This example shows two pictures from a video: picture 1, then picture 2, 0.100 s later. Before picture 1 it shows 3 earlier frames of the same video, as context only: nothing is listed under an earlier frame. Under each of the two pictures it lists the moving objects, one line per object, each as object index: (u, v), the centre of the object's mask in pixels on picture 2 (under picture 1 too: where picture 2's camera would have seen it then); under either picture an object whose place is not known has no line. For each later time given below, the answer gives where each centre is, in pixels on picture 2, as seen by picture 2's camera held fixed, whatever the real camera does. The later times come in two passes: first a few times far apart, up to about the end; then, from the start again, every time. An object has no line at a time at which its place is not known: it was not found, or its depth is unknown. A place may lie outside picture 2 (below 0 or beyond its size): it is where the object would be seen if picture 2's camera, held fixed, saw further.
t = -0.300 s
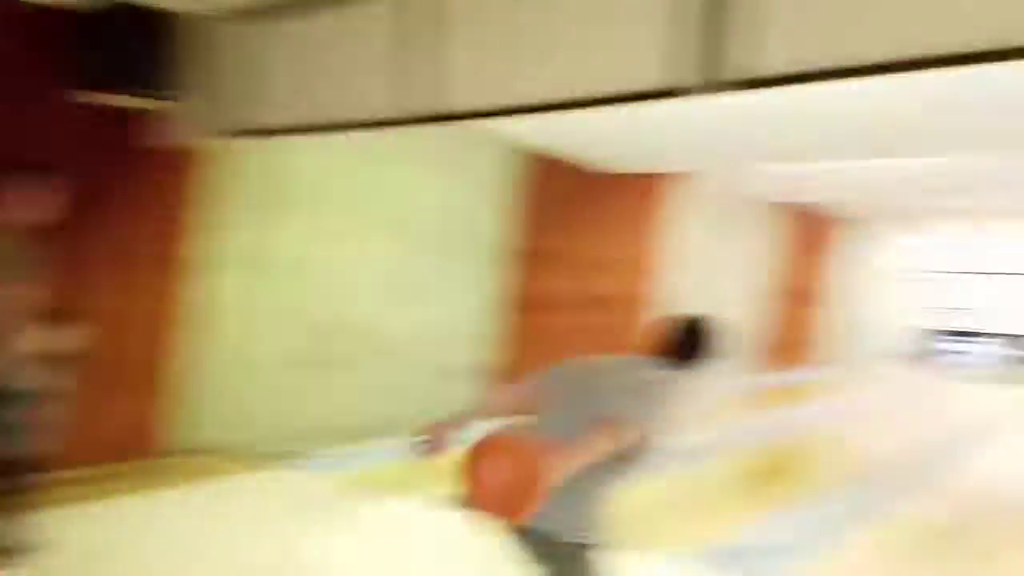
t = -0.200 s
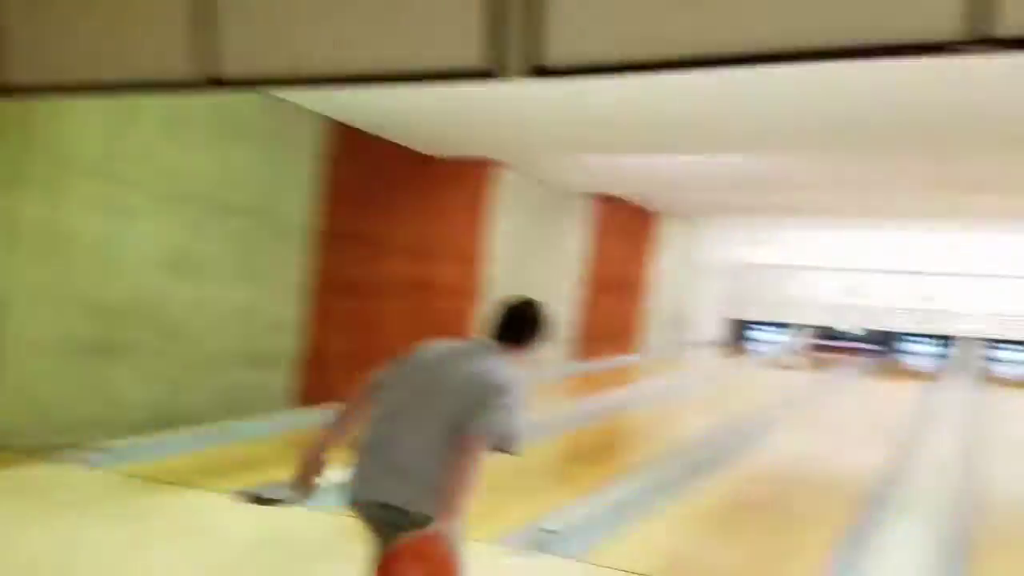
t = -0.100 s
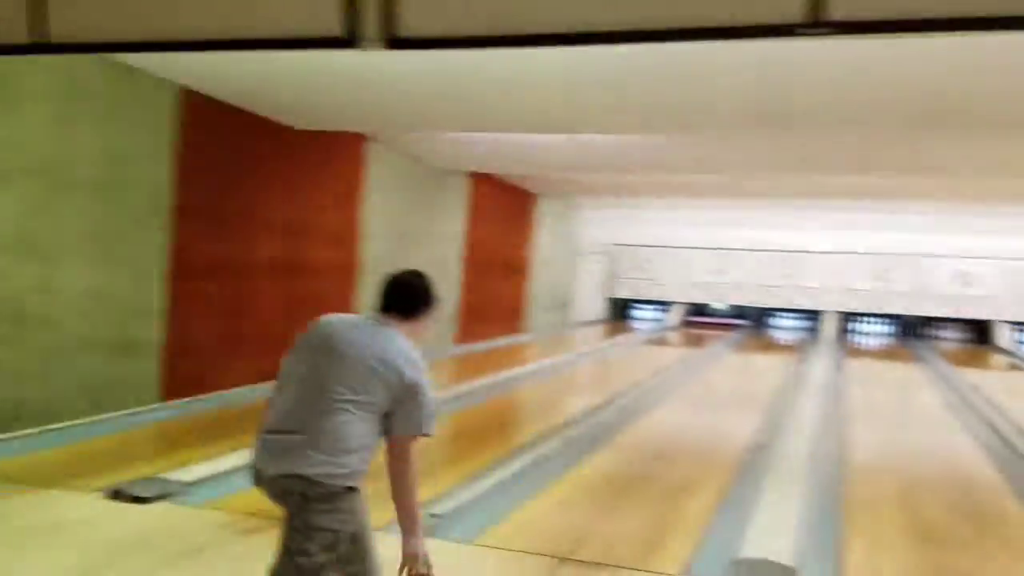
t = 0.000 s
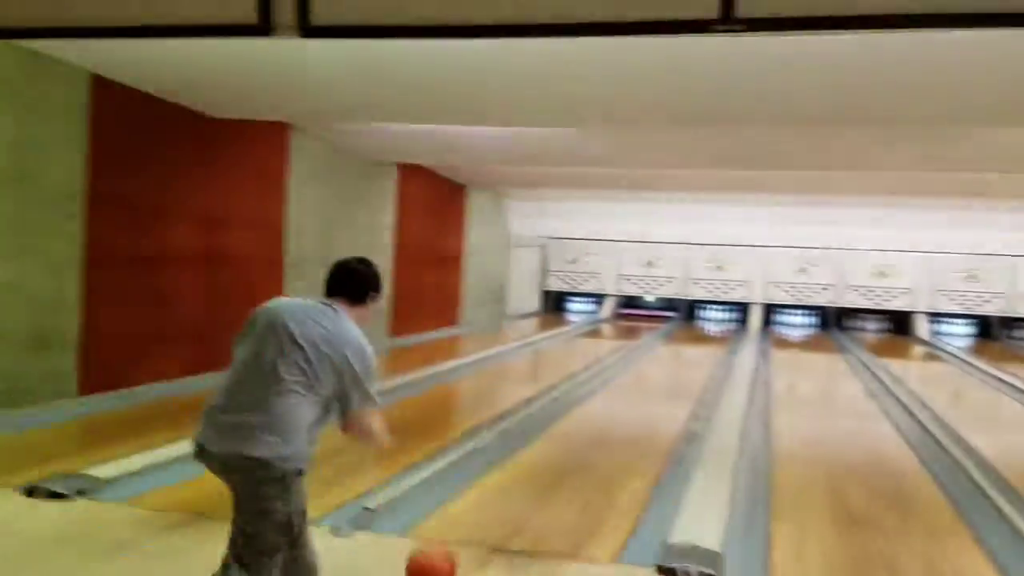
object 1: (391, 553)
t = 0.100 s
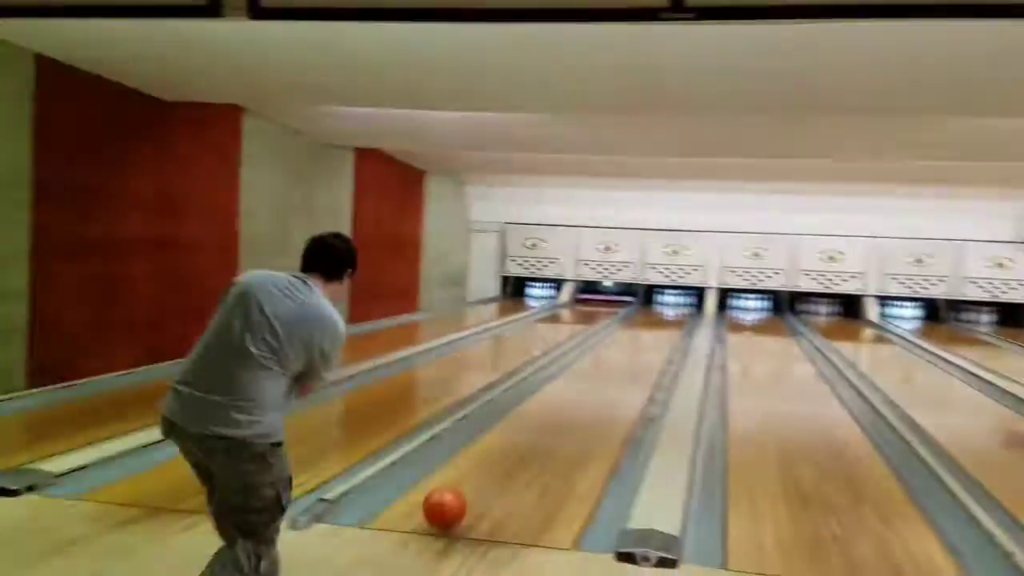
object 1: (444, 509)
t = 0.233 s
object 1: (493, 464)
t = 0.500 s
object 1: (549, 403)
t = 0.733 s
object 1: (578, 374)
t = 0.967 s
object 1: (598, 355)
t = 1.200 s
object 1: (613, 341)
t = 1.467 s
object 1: (624, 328)
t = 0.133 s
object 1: (458, 498)
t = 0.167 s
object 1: (471, 487)
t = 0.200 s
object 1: (482, 476)
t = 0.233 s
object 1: (493, 464)
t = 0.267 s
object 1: (502, 455)
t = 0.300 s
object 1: (511, 446)
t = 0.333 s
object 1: (518, 438)
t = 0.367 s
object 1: (525, 429)
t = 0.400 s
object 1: (532, 423)
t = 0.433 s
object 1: (538, 416)
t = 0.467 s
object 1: (544, 409)
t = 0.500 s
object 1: (549, 403)
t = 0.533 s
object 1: (555, 398)
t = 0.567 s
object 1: (559, 394)
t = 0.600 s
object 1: (563, 390)
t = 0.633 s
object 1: (567, 386)
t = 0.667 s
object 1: (571, 382)
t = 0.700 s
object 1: (575, 378)
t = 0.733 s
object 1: (578, 374)
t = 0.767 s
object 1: (582, 372)
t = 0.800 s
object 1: (585, 369)
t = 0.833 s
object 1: (588, 367)
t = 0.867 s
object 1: (591, 364)
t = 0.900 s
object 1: (593, 360)
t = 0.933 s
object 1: (596, 358)
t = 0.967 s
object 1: (598, 355)
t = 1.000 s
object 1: (600, 354)
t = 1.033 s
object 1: (603, 351)
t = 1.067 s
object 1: (606, 348)
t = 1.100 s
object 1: (608, 346)
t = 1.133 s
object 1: (610, 344)
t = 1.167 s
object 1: (611, 342)
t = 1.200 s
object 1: (613, 341)
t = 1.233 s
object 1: (614, 340)
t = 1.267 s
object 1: (616, 338)
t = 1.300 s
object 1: (617, 337)
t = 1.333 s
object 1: (619, 335)
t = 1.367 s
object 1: (620, 333)
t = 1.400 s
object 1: (622, 331)
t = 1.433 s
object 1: (623, 330)
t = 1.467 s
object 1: (624, 328)
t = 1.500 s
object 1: (625, 328)
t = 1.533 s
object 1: (626, 326)
